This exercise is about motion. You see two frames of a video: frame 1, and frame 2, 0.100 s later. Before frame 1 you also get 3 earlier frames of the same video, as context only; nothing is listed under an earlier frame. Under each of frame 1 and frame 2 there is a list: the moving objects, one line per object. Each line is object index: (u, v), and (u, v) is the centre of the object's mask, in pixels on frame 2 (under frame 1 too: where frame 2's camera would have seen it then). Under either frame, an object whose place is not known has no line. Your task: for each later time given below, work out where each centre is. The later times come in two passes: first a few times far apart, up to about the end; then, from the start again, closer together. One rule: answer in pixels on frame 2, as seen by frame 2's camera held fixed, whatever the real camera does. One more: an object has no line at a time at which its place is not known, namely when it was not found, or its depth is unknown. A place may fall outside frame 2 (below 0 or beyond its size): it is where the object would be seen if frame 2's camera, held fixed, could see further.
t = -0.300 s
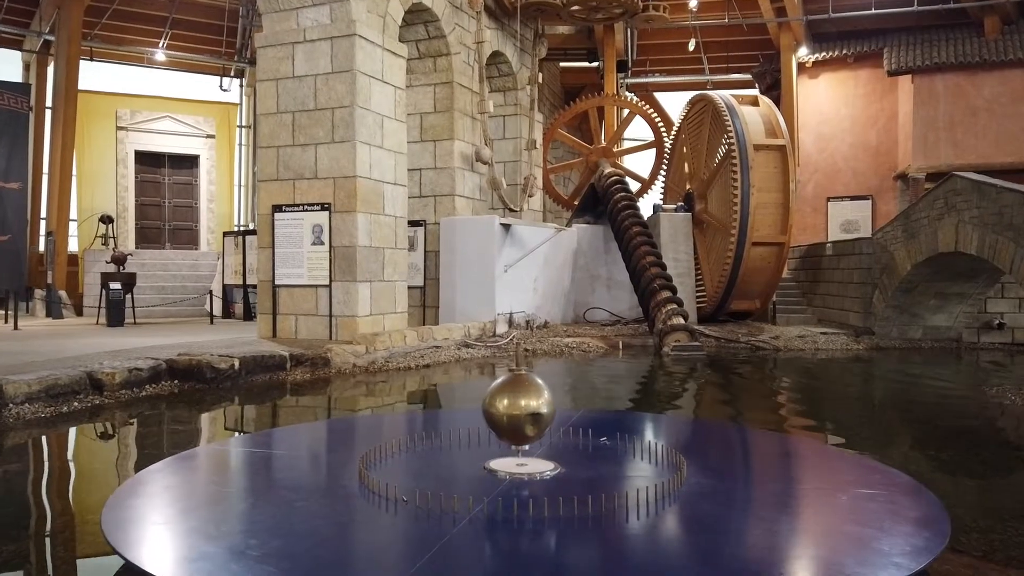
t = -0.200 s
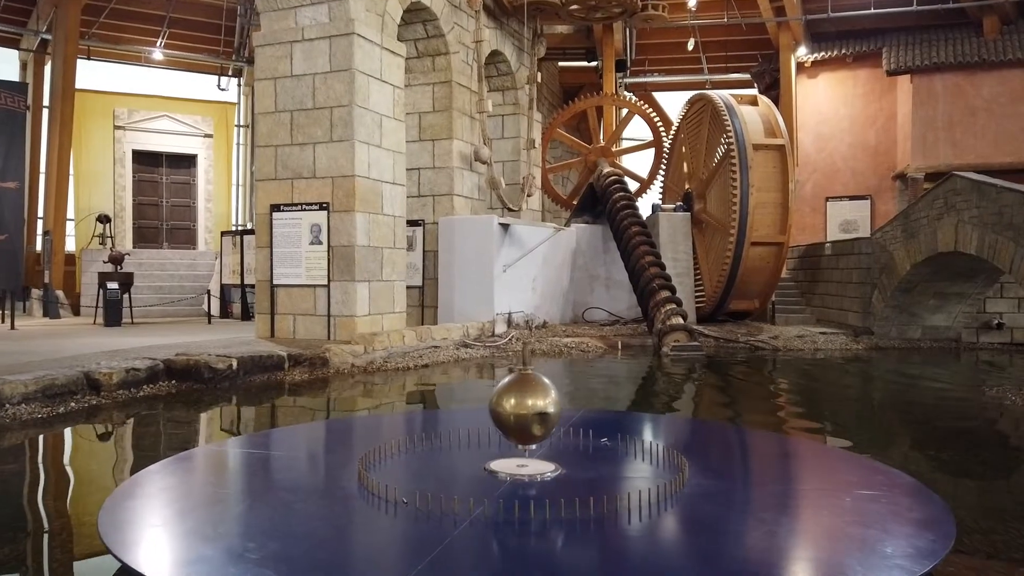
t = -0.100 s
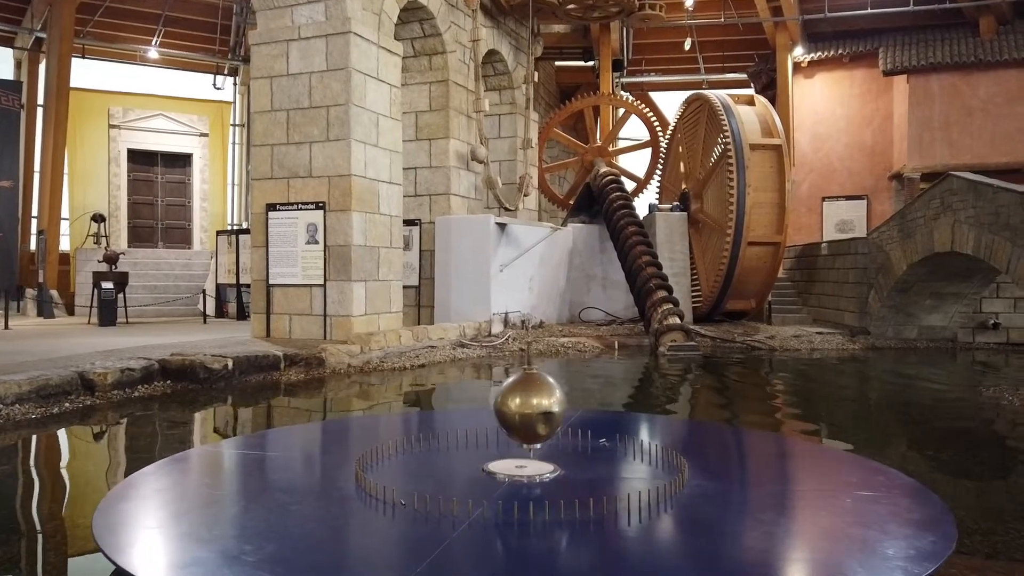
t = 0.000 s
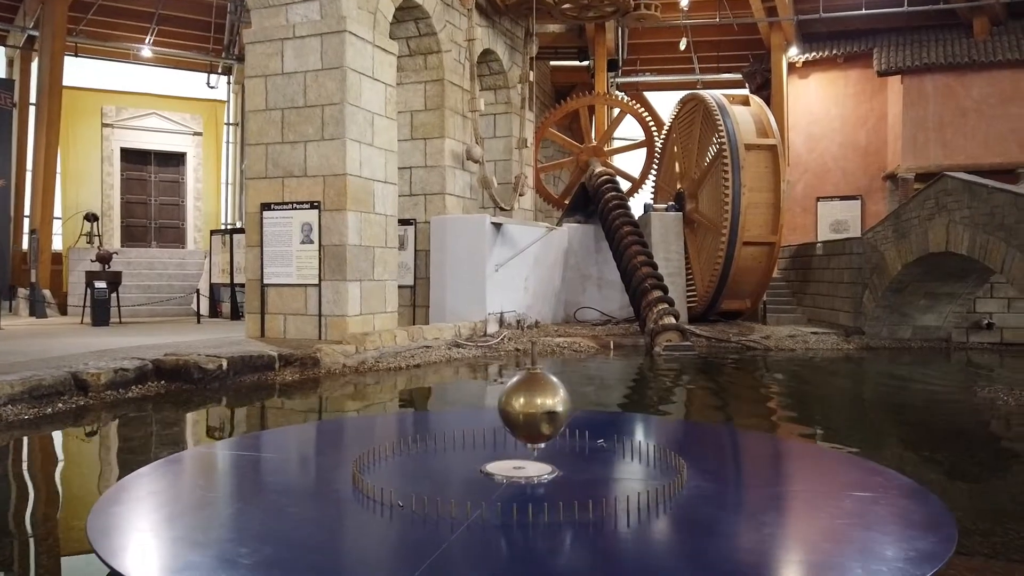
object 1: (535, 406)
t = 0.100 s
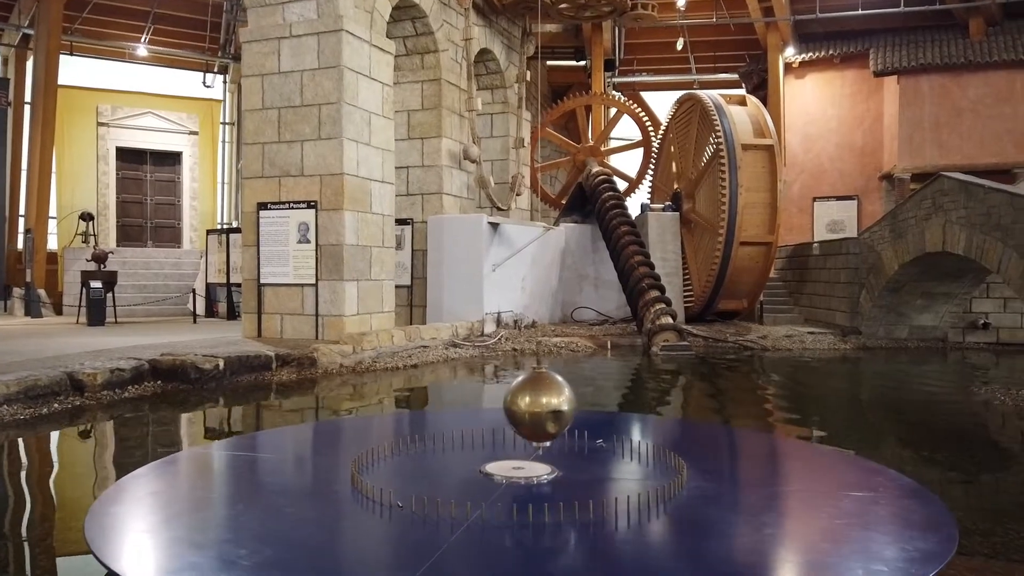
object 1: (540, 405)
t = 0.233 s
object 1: (547, 404)
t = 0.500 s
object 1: (560, 400)
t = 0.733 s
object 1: (571, 398)
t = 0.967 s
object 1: (582, 396)
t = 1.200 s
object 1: (592, 393)
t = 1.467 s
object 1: (601, 391)
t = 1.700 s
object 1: (608, 389)
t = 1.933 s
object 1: (614, 388)
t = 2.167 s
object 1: (619, 388)
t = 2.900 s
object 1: (625, 386)
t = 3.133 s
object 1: (625, 386)
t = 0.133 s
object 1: (542, 405)
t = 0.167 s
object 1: (543, 405)
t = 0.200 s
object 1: (545, 404)
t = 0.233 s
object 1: (547, 404)
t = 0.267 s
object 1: (549, 404)
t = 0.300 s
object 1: (550, 403)
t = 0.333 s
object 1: (552, 402)
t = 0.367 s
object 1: (554, 402)
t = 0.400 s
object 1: (556, 402)
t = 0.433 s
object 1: (557, 401)
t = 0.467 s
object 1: (559, 401)
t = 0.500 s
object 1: (560, 400)
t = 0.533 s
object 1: (562, 400)
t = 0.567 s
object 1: (563, 399)
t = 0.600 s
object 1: (565, 399)
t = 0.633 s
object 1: (567, 399)
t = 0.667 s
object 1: (569, 399)
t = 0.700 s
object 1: (570, 398)
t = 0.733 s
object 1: (571, 398)
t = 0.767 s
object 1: (573, 397)
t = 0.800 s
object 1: (575, 397)
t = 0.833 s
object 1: (576, 397)
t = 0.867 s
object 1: (578, 397)
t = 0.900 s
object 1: (579, 396)
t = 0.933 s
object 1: (581, 396)
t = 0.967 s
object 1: (582, 396)
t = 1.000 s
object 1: (584, 395)
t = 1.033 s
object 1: (585, 395)
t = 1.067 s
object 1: (587, 395)
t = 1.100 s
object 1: (588, 394)
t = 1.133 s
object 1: (589, 394)
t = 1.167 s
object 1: (590, 394)
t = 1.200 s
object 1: (592, 393)
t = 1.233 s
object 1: (593, 393)
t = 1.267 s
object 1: (594, 393)
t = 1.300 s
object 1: (595, 393)
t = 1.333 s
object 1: (597, 392)
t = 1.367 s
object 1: (598, 392)
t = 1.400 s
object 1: (599, 392)
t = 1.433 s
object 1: (600, 391)
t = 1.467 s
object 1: (601, 391)
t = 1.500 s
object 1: (602, 391)
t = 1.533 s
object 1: (603, 391)
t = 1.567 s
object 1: (604, 390)
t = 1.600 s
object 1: (605, 390)
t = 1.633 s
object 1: (606, 390)
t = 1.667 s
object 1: (607, 390)
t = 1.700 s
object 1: (608, 389)
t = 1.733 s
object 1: (609, 389)
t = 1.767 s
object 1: (610, 389)
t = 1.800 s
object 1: (611, 389)
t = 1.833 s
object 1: (612, 389)
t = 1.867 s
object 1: (612, 389)
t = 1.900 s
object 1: (613, 389)
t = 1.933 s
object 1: (614, 388)
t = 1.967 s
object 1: (615, 388)
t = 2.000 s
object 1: (615, 388)
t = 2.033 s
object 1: (616, 388)
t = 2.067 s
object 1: (617, 388)
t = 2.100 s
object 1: (617, 388)
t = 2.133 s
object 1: (618, 388)
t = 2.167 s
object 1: (619, 388)
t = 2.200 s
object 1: (619, 388)
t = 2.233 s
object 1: (620, 387)
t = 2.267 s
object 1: (620, 387)
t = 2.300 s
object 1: (621, 387)
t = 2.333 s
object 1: (621, 387)
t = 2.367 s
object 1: (622, 387)
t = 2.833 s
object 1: (625, 386)
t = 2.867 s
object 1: (625, 386)
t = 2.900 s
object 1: (625, 386)
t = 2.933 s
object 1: (626, 386)
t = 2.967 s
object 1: (625, 386)
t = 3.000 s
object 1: (625, 386)
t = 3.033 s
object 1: (625, 386)
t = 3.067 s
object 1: (625, 386)
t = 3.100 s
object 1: (625, 386)
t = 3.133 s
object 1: (625, 386)
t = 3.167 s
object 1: (625, 386)
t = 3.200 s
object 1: (625, 386)
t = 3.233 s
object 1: (625, 386)
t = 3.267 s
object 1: (625, 387)
